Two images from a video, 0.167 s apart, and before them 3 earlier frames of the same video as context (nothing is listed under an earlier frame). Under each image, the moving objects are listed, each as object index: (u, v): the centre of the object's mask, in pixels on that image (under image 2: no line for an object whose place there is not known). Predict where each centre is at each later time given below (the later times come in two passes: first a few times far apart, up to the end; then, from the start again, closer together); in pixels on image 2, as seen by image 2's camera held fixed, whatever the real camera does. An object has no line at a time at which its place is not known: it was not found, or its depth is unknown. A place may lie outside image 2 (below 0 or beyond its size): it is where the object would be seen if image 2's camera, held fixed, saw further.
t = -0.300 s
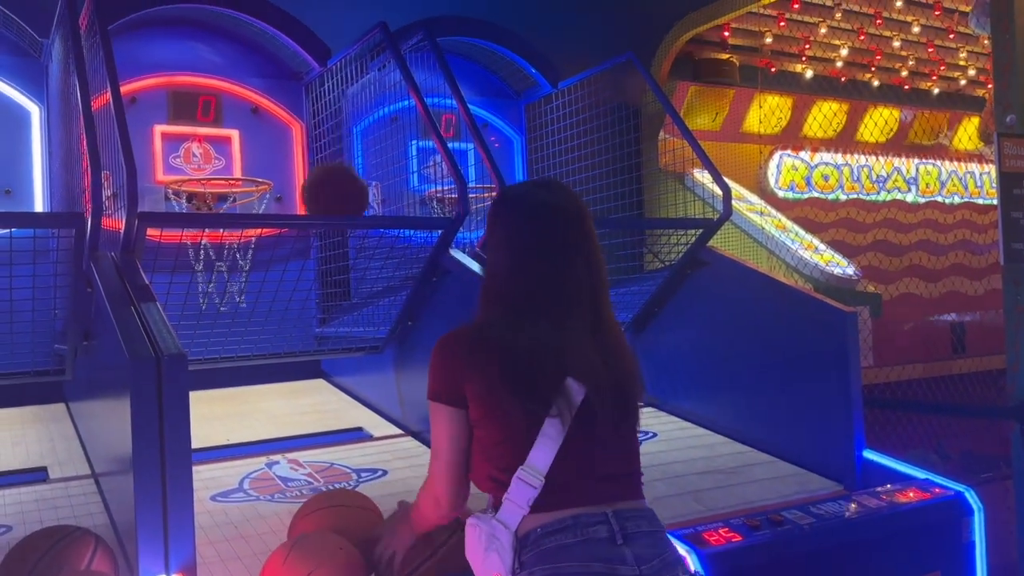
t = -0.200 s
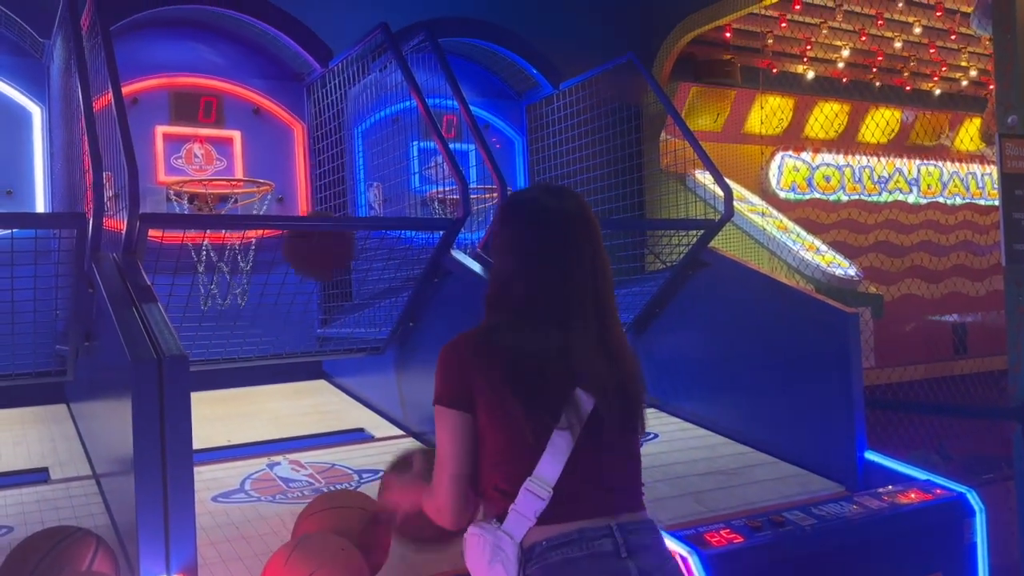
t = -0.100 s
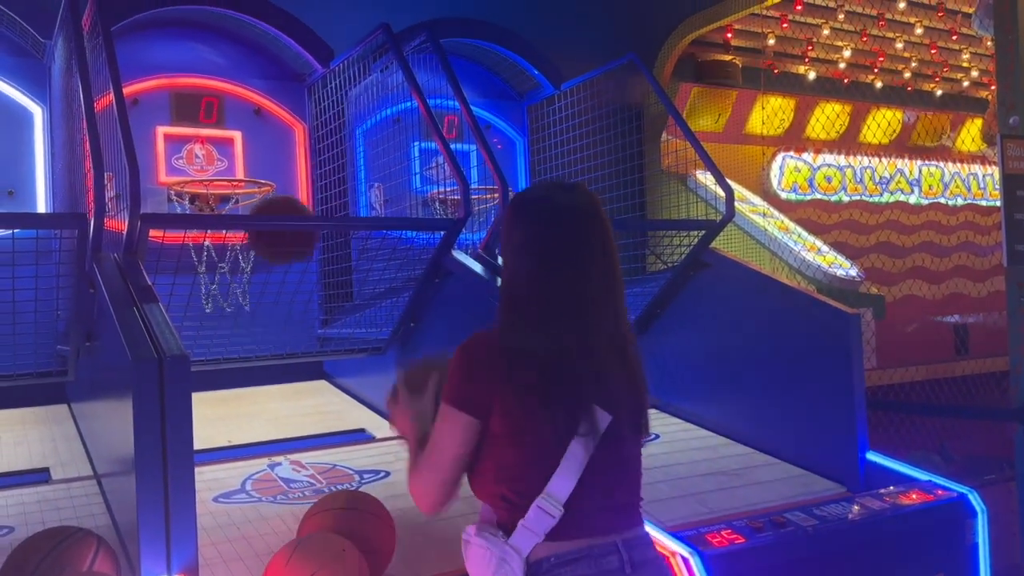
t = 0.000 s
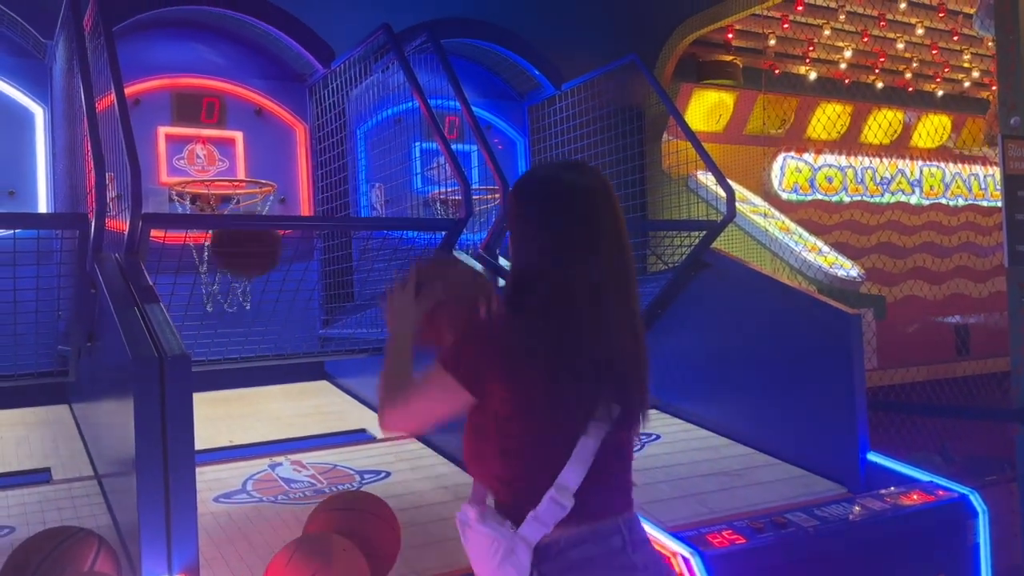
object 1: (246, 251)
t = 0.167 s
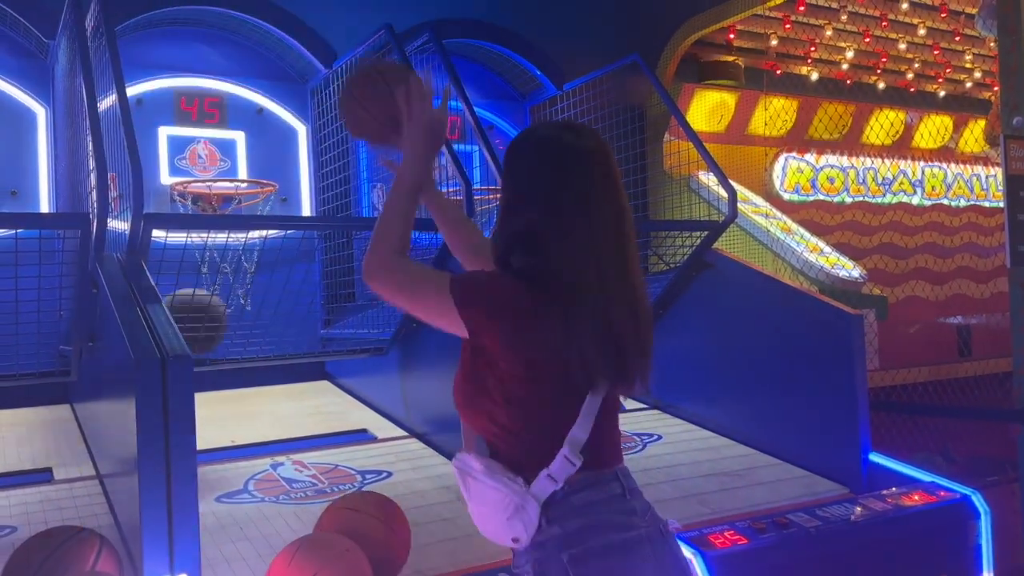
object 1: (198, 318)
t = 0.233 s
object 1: (185, 319)
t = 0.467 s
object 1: (199, 383)
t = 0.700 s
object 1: (211, 357)
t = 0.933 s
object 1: (240, 367)
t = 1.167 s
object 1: (272, 372)
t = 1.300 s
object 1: (291, 369)
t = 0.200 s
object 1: (192, 319)
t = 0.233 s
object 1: (185, 319)
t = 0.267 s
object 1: (179, 320)
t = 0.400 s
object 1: (188, 345)
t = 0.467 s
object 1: (199, 383)
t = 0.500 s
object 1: (202, 391)
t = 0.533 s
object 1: (204, 384)
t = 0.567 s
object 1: (203, 369)
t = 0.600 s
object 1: (204, 359)
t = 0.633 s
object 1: (206, 355)
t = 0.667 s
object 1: (207, 354)
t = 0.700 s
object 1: (211, 357)
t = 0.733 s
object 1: (212, 359)
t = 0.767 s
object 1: (218, 373)
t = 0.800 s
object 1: (222, 388)
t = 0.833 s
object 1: (225, 375)
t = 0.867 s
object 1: (229, 368)
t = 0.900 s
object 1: (236, 368)
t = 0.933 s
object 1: (240, 367)
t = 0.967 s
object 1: (243, 367)
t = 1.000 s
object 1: (249, 373)
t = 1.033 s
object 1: (253, 374)
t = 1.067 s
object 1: (257, 368)
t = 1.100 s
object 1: (263, 366)
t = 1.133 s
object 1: (267, 367)
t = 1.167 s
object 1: (272, 372)
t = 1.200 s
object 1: (277, 369)
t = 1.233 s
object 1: (281, 368)
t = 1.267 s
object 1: (286, 369)
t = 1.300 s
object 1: (291, 369)
